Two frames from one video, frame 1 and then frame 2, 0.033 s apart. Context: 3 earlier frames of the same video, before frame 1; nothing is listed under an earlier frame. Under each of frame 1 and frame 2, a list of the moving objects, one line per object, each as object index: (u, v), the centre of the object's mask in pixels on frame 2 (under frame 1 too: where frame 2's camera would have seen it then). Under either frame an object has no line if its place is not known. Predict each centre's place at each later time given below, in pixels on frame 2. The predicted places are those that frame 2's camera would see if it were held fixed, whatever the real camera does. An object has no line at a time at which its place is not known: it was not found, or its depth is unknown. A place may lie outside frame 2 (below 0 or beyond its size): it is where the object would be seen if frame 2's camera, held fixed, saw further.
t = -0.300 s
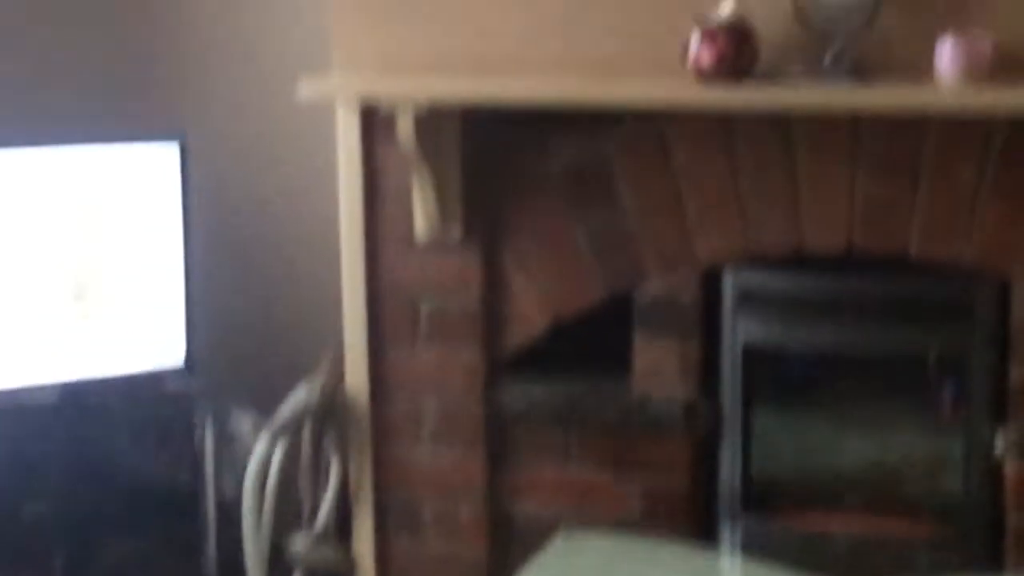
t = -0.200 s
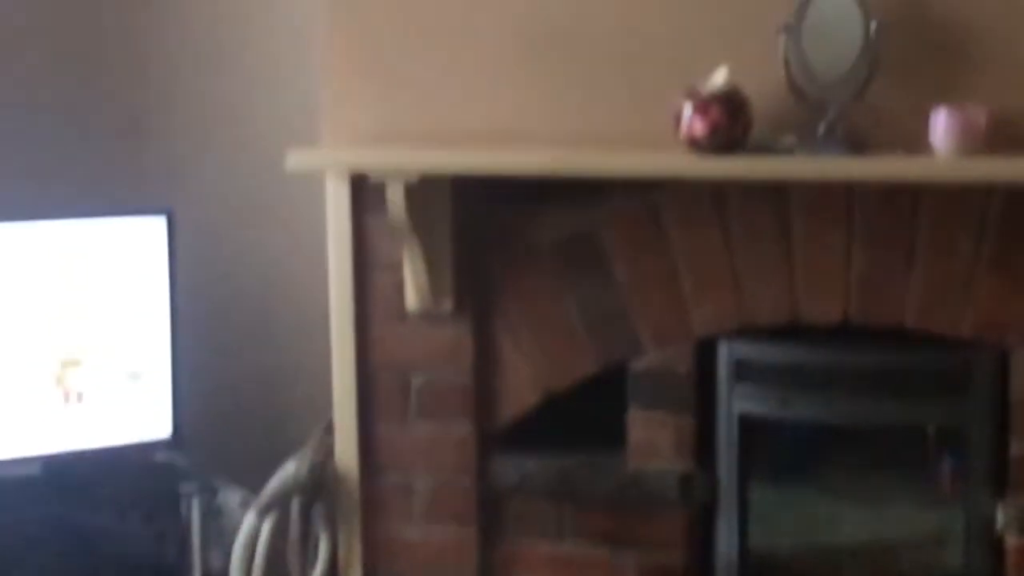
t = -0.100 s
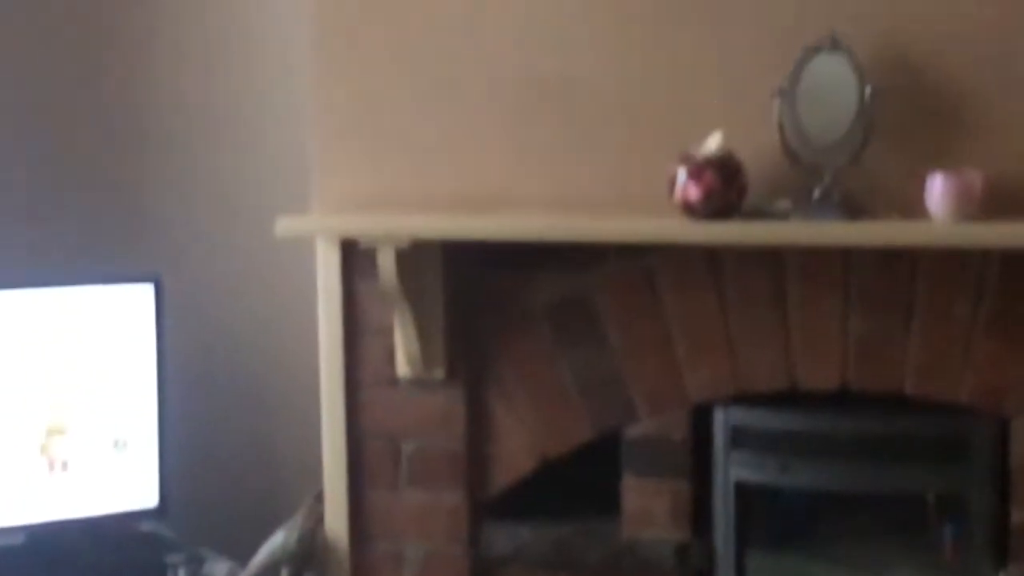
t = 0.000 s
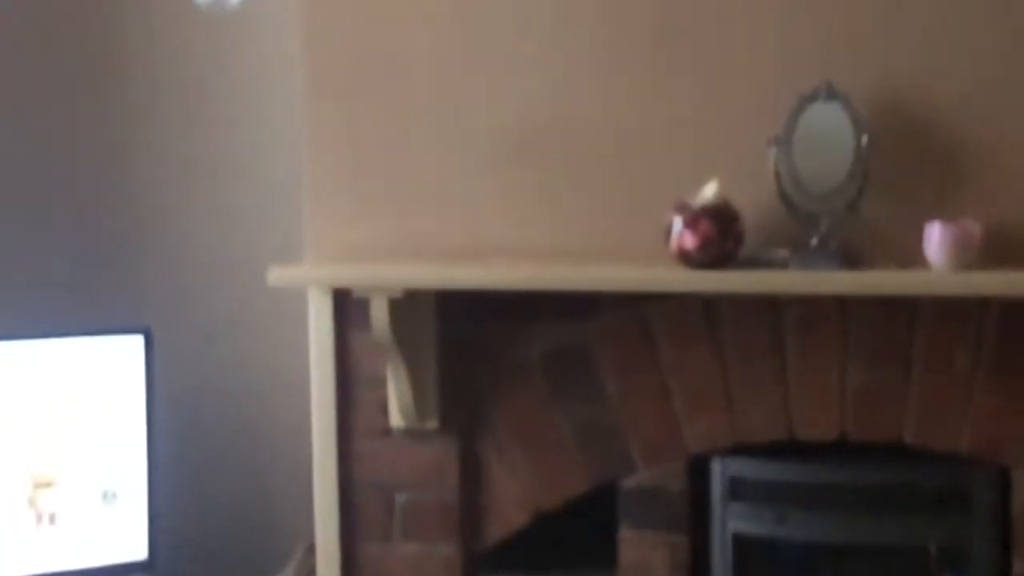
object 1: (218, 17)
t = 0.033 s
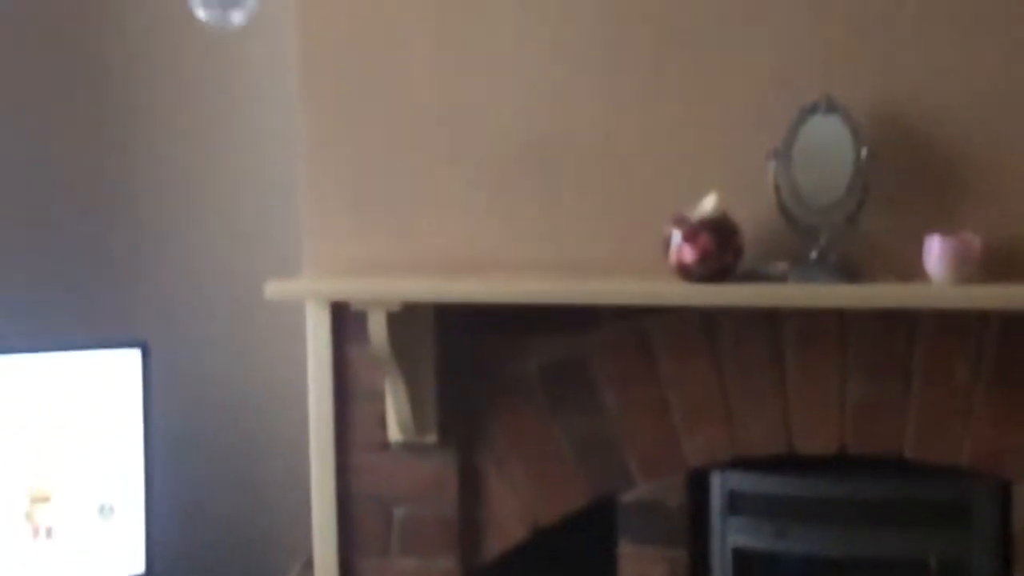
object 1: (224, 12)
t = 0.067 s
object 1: (233, 10)
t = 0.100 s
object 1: (245, 8)
